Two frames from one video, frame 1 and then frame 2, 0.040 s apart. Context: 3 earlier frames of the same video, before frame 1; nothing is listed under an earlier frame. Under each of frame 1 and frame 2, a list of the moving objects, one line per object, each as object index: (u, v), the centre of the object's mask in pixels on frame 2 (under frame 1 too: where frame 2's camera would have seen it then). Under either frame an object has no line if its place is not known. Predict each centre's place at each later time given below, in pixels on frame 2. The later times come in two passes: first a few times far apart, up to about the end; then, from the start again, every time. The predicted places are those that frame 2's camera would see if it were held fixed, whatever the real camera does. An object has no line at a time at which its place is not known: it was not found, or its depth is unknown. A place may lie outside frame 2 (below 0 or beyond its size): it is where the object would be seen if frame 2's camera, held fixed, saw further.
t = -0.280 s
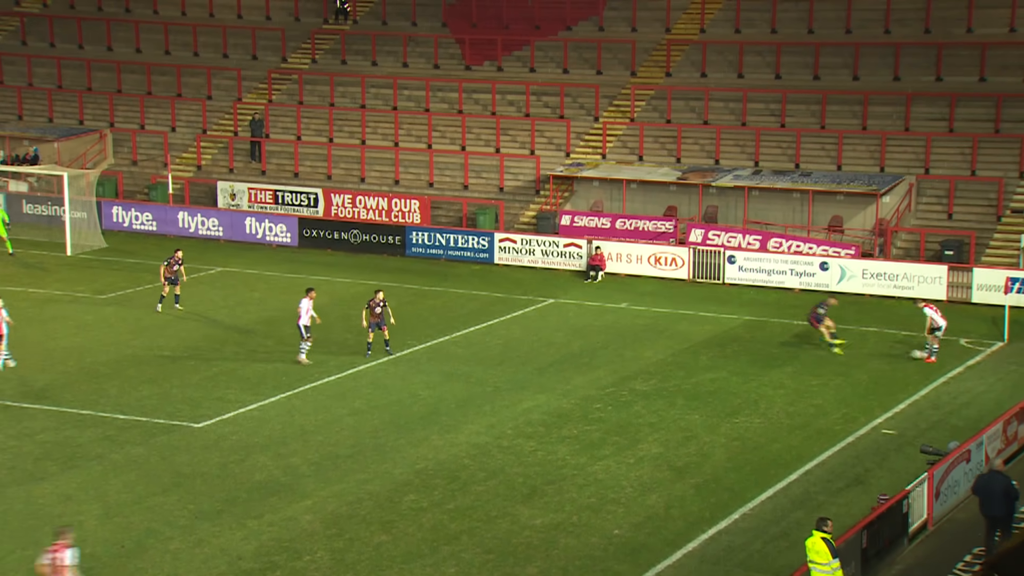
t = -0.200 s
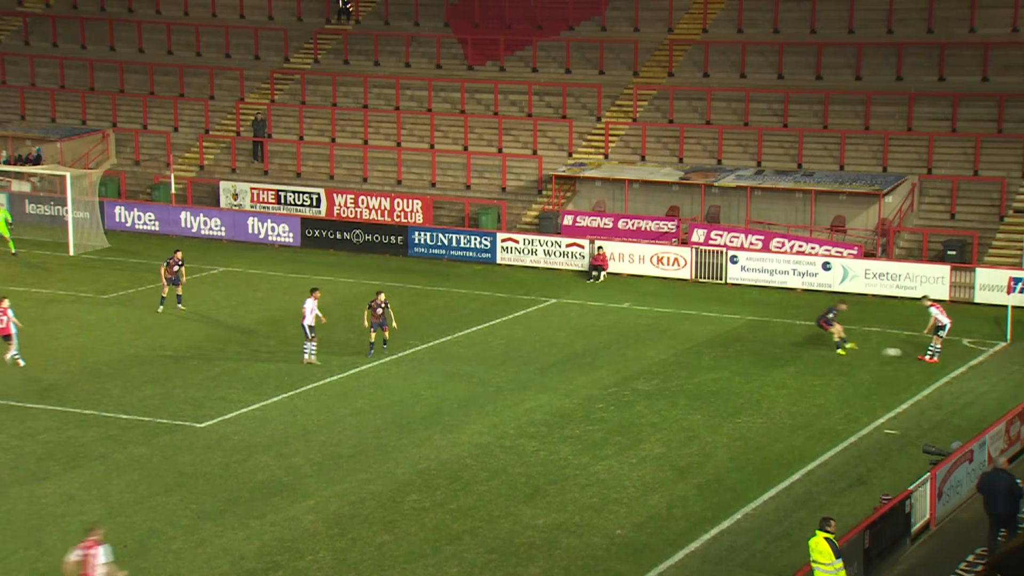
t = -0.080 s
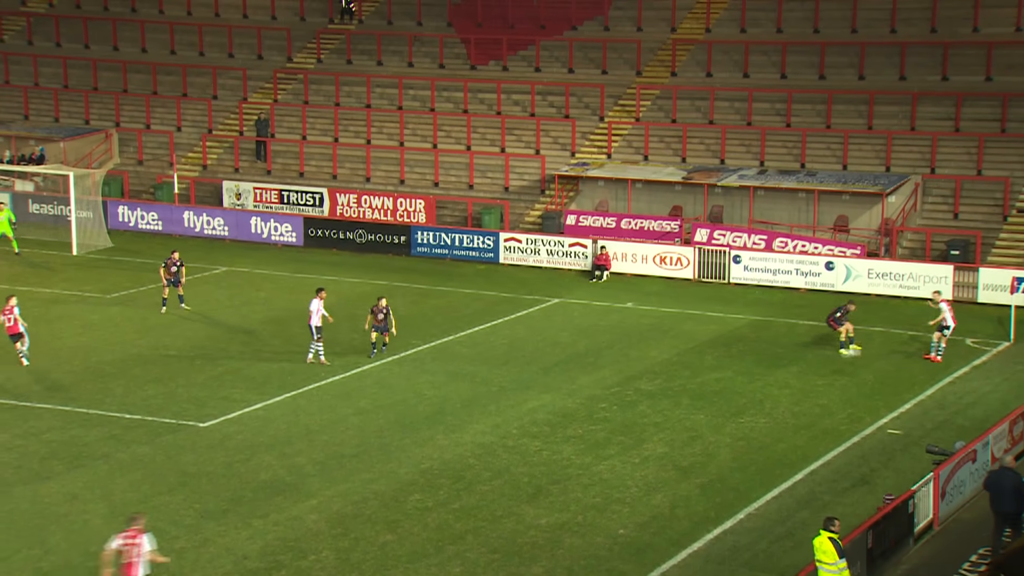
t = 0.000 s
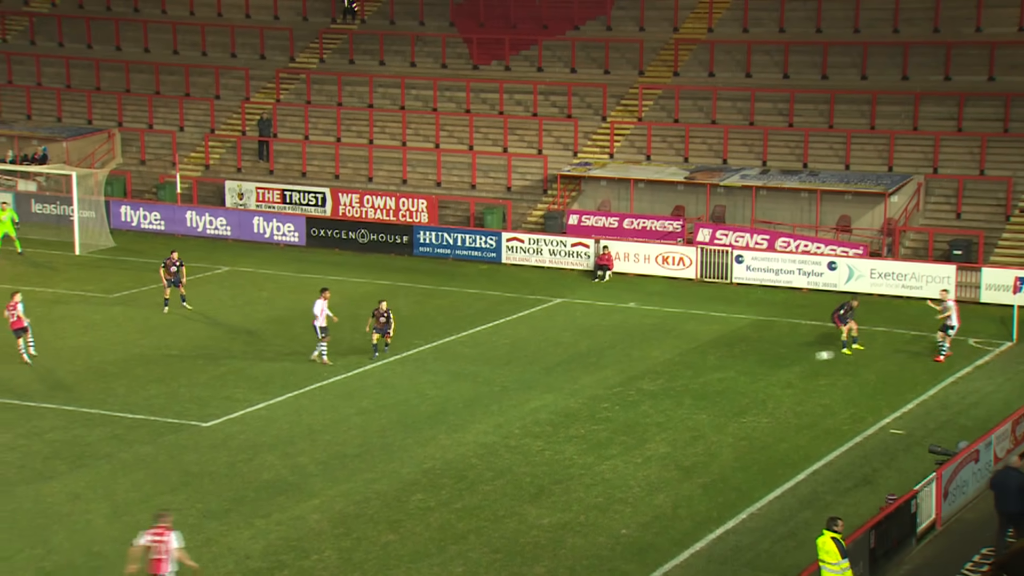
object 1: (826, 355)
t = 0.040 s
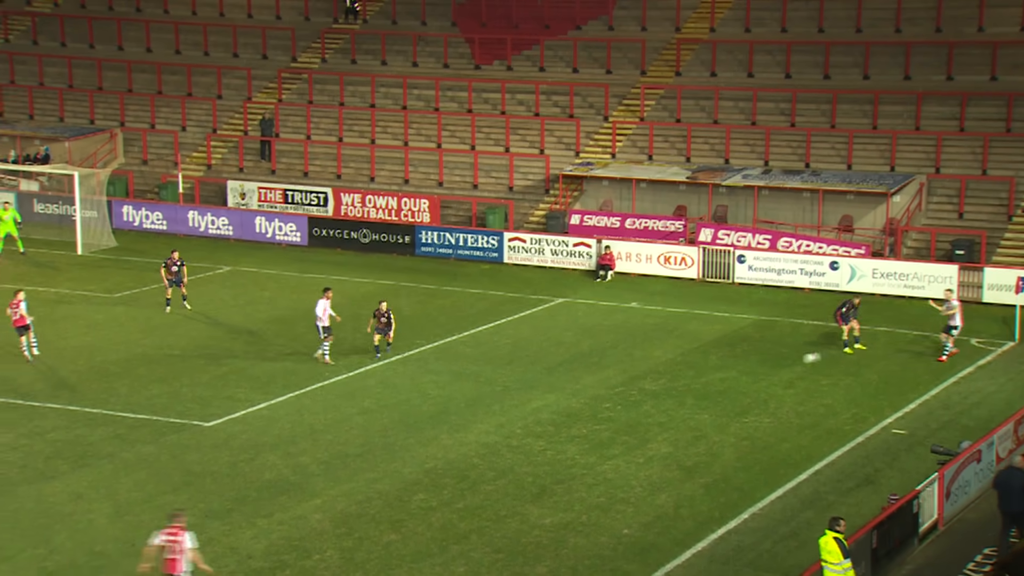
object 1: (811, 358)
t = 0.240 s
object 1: (741, 378)
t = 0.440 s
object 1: (671, 412)
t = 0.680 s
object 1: (595, 439)
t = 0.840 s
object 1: (550, 454)
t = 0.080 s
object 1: (797, 360)
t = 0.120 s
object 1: (783, 364)
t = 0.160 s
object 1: (769, 368)
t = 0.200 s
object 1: (755, 372)
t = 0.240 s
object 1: (741, 378)
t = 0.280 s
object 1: (726, 384)
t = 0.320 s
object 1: (713, 390)
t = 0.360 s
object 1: (699, 397)
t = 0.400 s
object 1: (684, 404)
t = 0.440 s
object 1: (671, 412)
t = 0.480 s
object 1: (656, 421)
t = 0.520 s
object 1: (643, 431)
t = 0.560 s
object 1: (629, 436)
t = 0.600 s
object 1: (618, 437)
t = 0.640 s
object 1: (607, 437)
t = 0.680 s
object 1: (595, 439)
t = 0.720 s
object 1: (584, 442)
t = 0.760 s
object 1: (573, 445)
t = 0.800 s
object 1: (561, 449)
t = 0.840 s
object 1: (550, 454)
